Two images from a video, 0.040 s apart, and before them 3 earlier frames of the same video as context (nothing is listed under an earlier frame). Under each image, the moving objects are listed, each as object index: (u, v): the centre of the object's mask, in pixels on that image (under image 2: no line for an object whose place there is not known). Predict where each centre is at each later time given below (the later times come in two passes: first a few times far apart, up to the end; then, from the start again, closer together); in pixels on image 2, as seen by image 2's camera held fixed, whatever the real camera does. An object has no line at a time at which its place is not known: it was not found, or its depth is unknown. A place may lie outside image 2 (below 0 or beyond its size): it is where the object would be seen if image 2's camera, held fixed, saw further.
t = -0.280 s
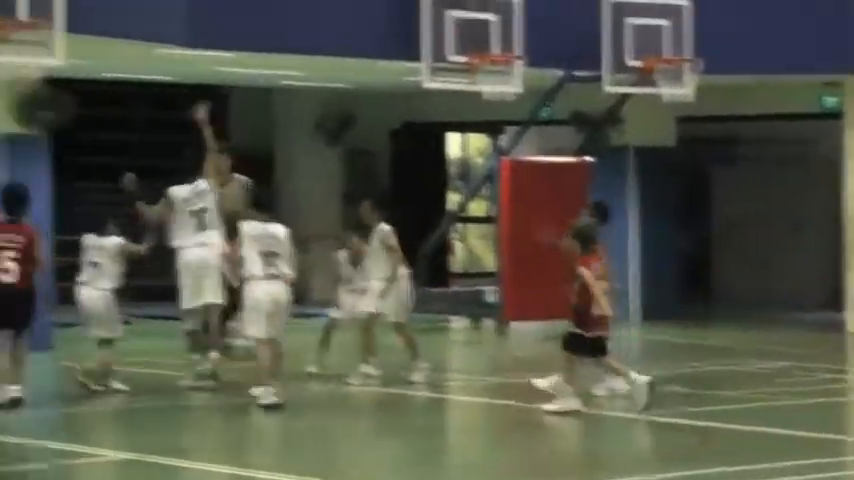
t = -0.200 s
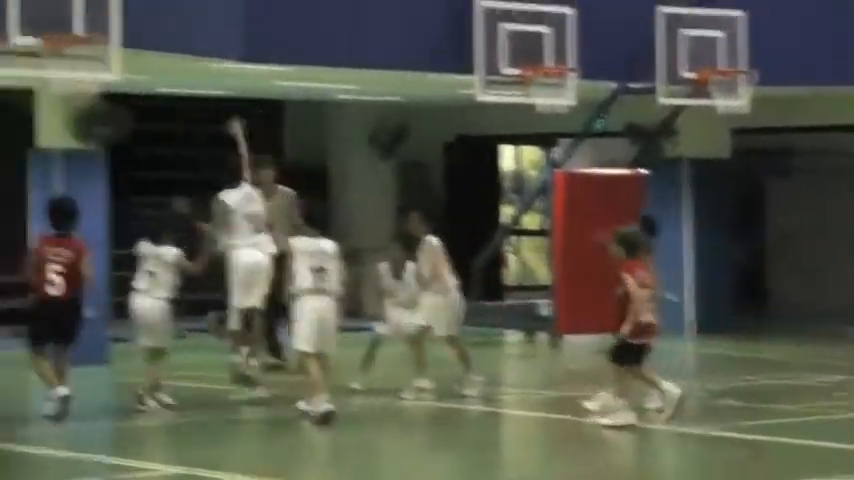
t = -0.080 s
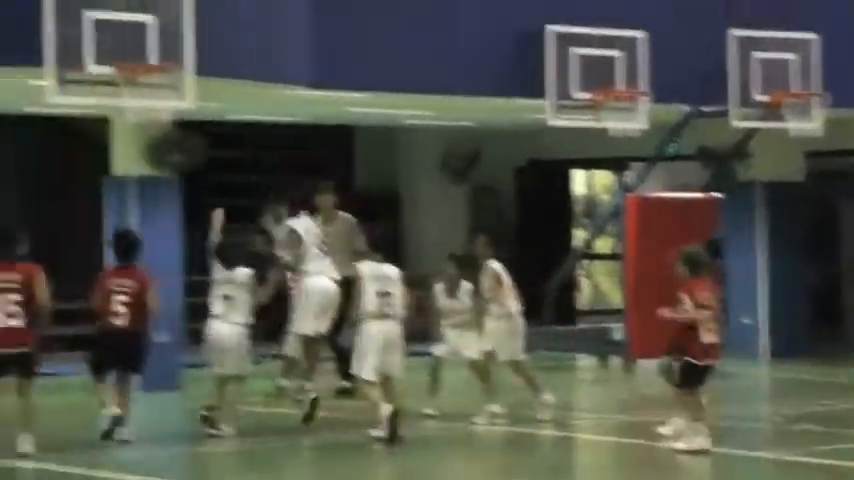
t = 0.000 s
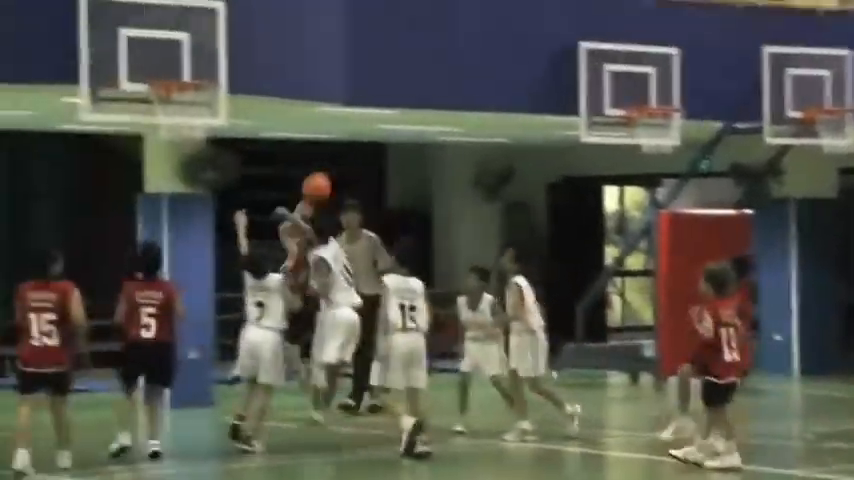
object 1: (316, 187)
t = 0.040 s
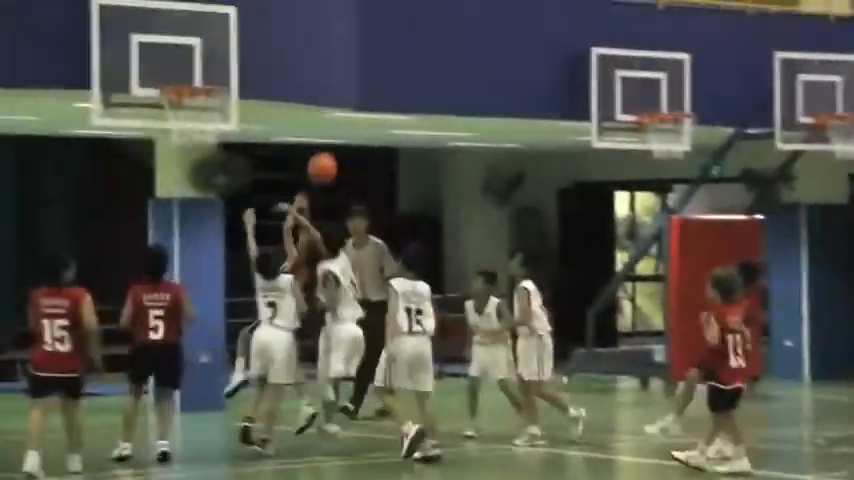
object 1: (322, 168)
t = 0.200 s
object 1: (301, 88)
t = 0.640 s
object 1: (250, 30)
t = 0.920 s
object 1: (254, 71)
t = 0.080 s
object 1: (317, 146)
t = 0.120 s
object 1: (313, 125)
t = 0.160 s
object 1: (307, 105)
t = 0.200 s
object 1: (301, 88)
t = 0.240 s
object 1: (298, 72)
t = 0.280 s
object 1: (292, 59)
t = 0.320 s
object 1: (287, 47)
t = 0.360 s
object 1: (282, 39)
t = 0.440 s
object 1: (273, 26)
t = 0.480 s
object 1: (269, 23)
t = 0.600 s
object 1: (255, 26)
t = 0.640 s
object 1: (250, 30)
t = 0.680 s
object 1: (244, 38)
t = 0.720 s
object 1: (240, 48)
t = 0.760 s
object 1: (236, 60)
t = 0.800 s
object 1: (231, 74)
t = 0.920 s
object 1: (254, 71)
